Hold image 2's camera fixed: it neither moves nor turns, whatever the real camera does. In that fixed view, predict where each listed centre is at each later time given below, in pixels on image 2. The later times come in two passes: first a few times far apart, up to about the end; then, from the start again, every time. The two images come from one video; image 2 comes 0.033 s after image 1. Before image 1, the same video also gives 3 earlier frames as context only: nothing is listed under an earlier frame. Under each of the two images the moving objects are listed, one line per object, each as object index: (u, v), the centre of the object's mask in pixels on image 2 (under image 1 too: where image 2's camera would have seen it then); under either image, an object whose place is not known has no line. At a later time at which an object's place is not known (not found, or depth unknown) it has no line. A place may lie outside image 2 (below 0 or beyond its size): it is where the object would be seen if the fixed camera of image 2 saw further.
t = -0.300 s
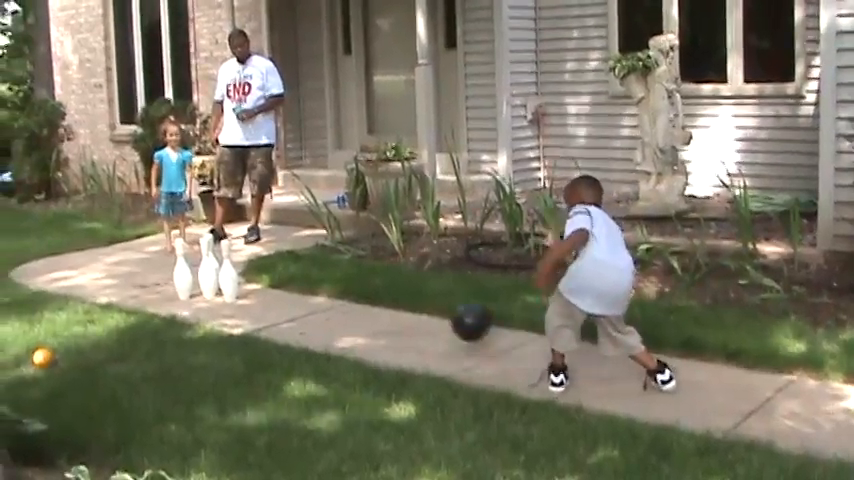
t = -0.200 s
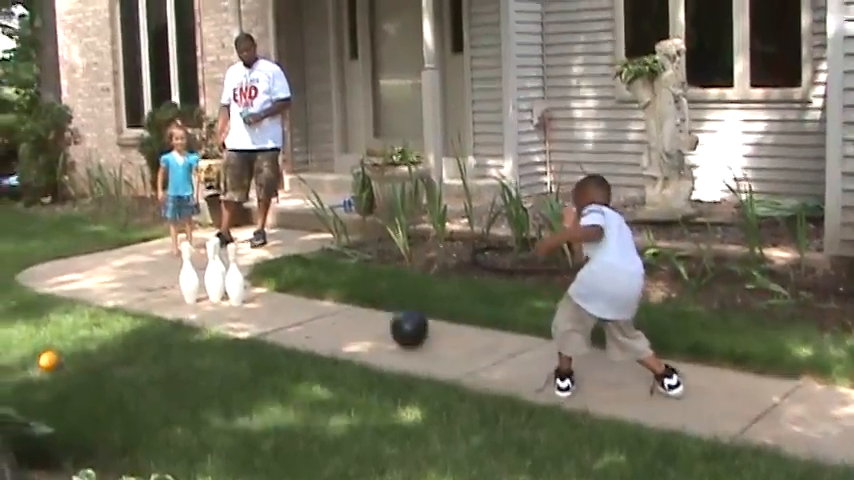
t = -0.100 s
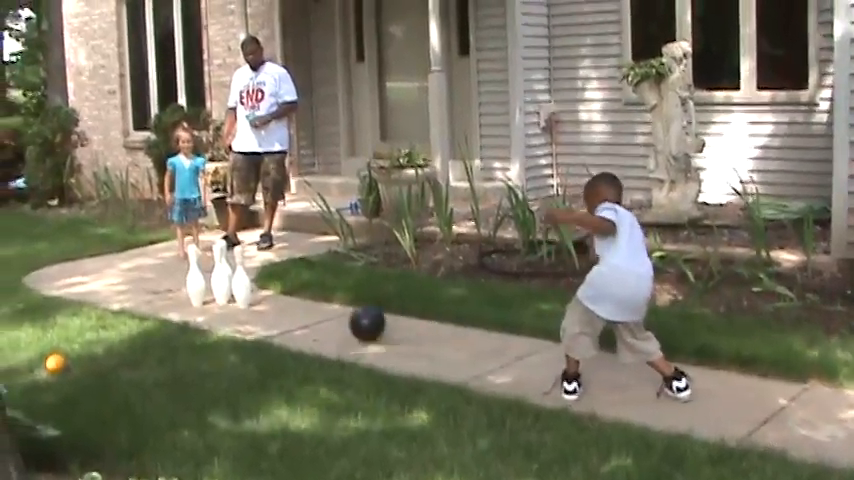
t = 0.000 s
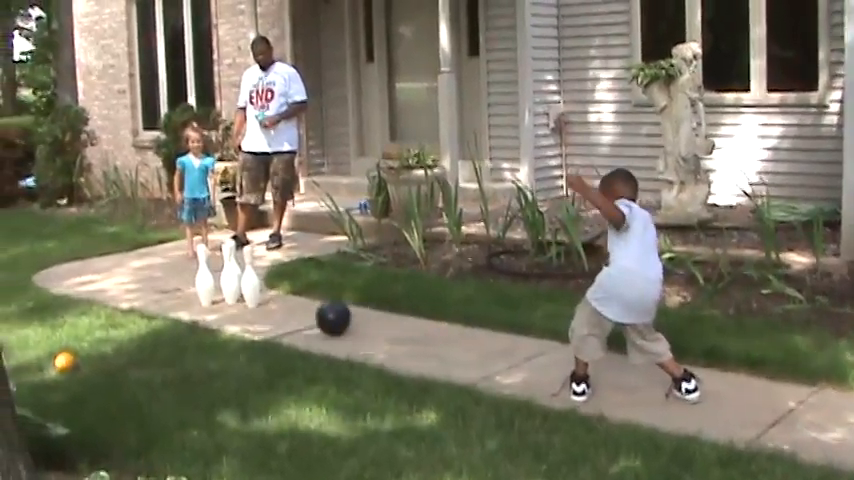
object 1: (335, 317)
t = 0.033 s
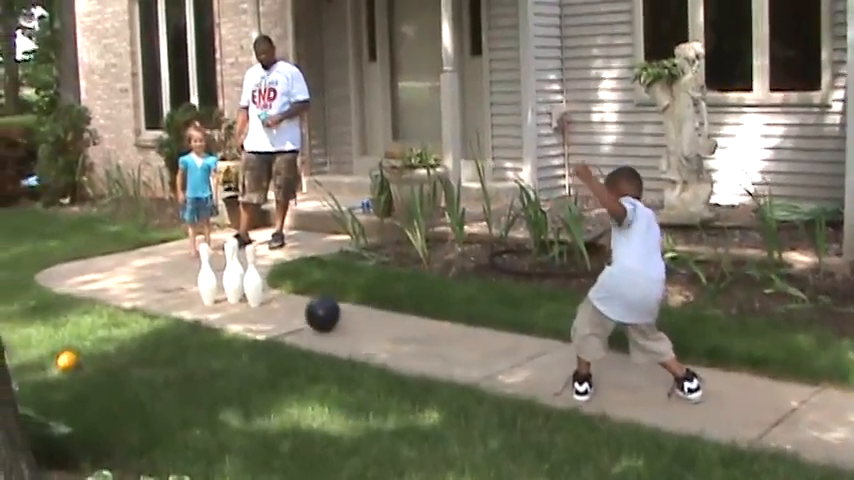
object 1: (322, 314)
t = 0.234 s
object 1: (258, 299)
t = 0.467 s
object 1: (194, 296)
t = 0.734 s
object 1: (135, 287)
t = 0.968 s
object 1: (91, 282)
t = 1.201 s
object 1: (52, 277)
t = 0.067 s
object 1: (310, 312)
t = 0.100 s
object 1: (299, 309)
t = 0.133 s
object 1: (288, 304)
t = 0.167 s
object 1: (278, 299)
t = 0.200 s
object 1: (268, 298)
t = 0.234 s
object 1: (258, 299)
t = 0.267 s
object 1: (248, 302)
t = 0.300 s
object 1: (238, 302)
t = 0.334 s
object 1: (229, 299)
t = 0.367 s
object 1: (220, 299)
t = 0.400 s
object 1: (211, 299)
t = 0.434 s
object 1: (203, 298)
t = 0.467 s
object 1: (194, 296)
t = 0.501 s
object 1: (186, 296)
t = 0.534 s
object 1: (178, 294)
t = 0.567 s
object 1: (171, 293)
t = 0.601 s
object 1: (163, 292)
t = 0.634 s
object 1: (156, 291)
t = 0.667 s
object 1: (148, 290)
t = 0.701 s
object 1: (142, 290)
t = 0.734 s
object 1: (135, 287)
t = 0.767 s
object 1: (129, 287)
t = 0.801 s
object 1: (122, 287)
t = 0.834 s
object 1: (116, 285)
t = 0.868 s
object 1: (109, 285)
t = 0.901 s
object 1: (103, 284)
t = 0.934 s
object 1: (97, 283)
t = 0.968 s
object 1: (91, 282)
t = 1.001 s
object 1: (86, 282)
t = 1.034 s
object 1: (80, 281)
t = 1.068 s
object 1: (75, 281)
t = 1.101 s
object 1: (69, 280)
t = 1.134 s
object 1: (63, 279)
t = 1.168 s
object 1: (57, 278)
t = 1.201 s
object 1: (52, 277)
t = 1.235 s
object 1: (47, 277)
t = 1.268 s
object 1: (42, 275)
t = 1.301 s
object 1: (37, 275)
